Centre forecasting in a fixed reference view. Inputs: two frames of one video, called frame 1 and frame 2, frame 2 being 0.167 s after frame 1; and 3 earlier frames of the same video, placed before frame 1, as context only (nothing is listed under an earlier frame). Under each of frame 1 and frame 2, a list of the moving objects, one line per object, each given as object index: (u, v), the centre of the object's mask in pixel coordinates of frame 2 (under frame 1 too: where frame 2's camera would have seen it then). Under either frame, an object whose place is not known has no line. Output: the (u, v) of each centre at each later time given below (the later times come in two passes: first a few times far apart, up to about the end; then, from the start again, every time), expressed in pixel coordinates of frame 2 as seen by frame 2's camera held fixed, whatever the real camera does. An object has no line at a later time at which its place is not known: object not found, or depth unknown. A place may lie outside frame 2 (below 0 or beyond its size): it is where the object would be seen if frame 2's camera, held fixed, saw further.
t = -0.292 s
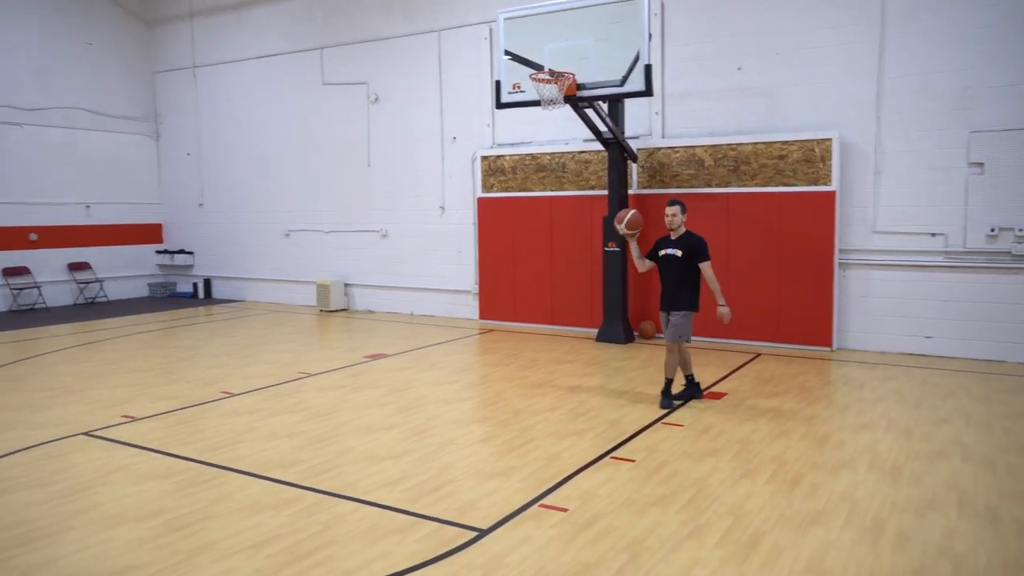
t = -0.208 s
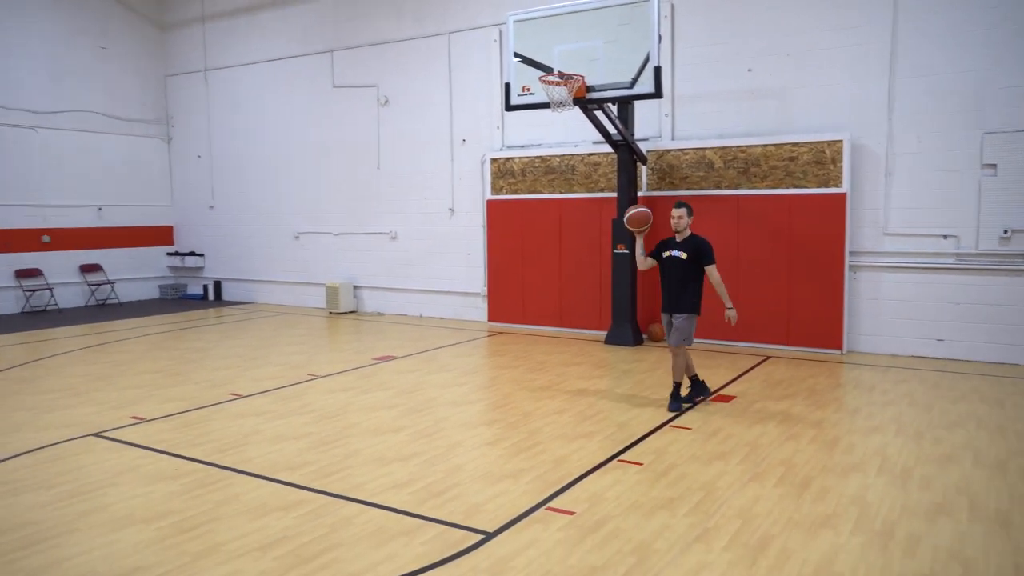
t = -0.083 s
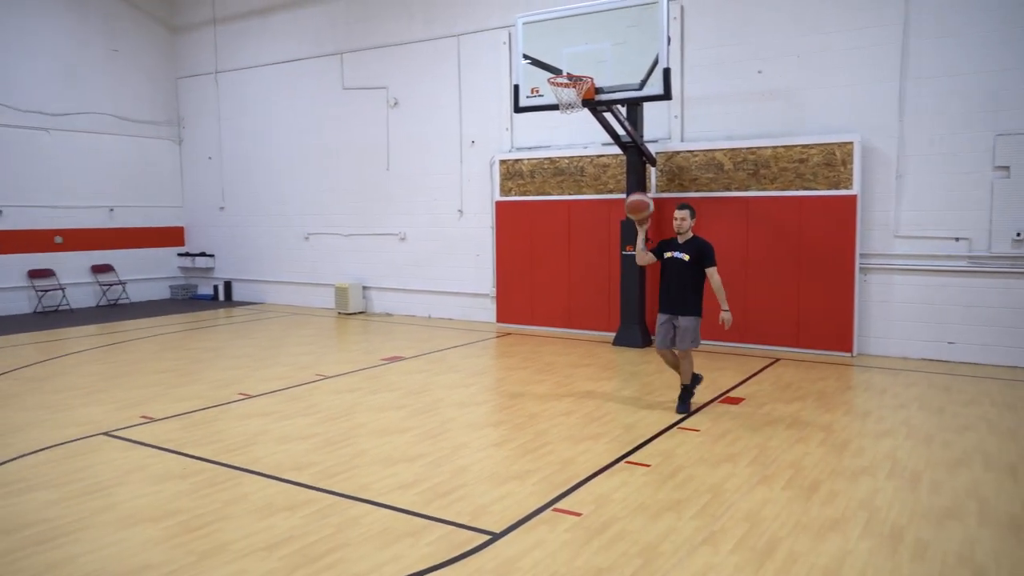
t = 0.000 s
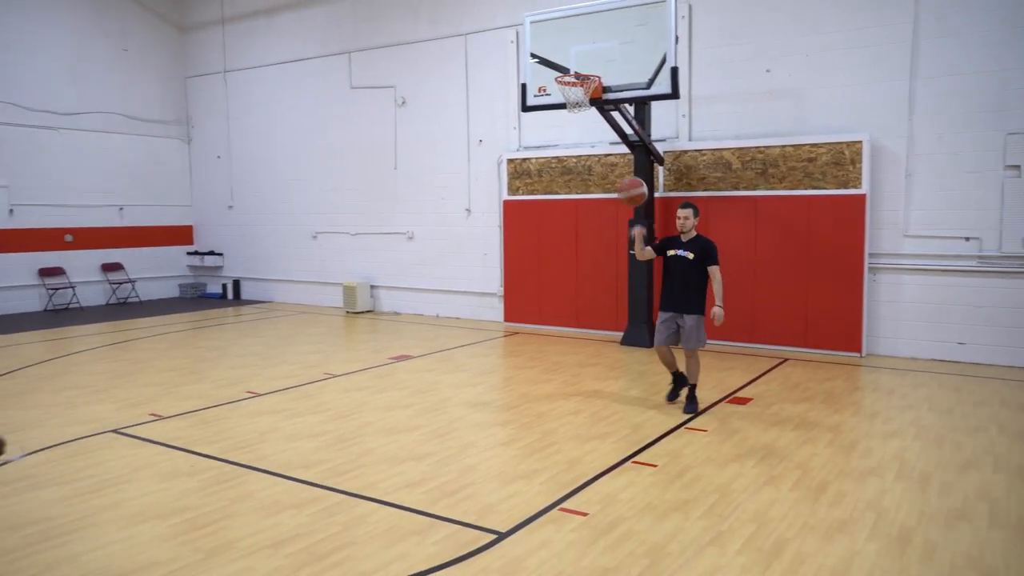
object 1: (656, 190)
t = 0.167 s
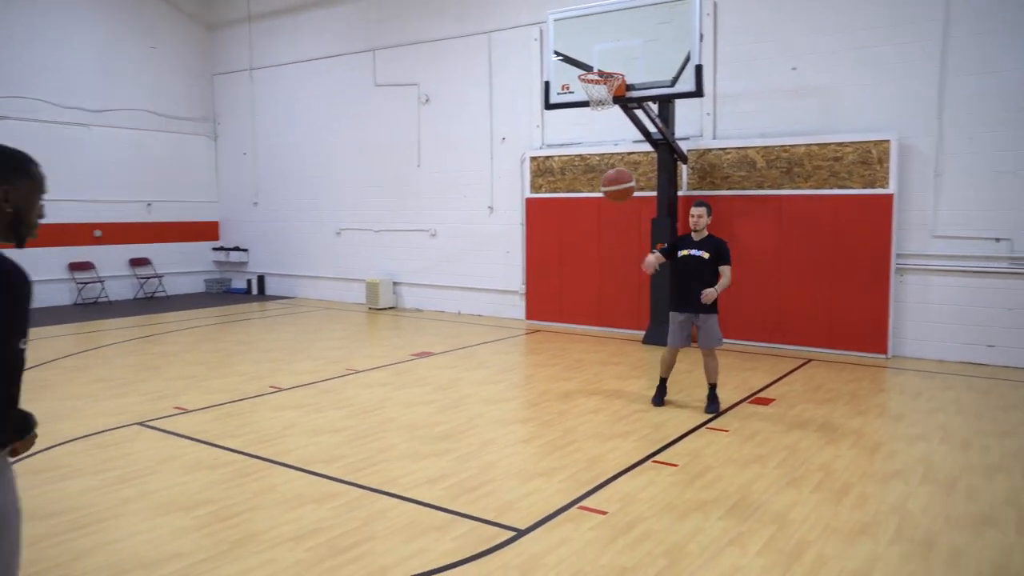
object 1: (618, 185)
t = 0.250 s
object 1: (595, 198)
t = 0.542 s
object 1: (483, 374)
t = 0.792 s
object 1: (366, 476)
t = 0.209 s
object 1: (607, 191)
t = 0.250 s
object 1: (595, 198)
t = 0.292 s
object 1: (583, 209)
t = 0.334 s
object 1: (570, 223)
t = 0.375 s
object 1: (556, 243)
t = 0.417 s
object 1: (541, 267)
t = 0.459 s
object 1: (524, 295)
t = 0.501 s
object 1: (504, 331)
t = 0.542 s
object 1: (483, 374)
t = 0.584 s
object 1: (463, 423)
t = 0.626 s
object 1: (440, 478)
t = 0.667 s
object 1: (411, 554)
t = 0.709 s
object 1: (396, 538)
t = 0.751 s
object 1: (382, 508)
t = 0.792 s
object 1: (366, 476)
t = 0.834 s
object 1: (351, 449)
